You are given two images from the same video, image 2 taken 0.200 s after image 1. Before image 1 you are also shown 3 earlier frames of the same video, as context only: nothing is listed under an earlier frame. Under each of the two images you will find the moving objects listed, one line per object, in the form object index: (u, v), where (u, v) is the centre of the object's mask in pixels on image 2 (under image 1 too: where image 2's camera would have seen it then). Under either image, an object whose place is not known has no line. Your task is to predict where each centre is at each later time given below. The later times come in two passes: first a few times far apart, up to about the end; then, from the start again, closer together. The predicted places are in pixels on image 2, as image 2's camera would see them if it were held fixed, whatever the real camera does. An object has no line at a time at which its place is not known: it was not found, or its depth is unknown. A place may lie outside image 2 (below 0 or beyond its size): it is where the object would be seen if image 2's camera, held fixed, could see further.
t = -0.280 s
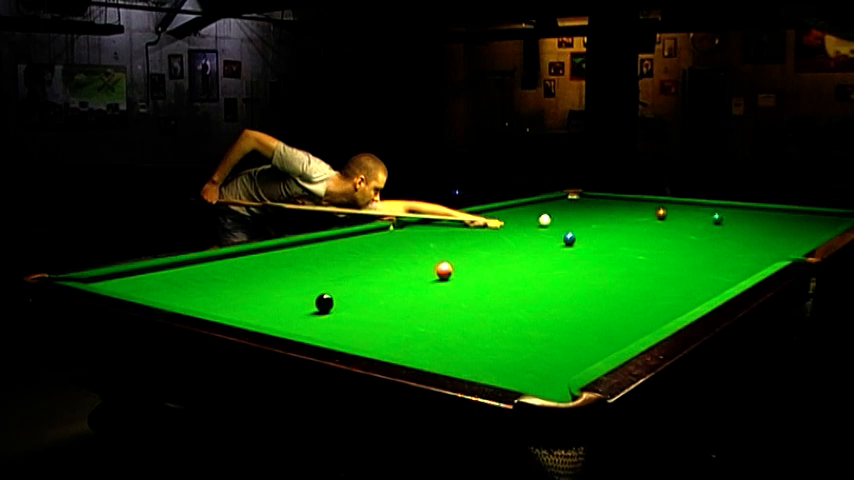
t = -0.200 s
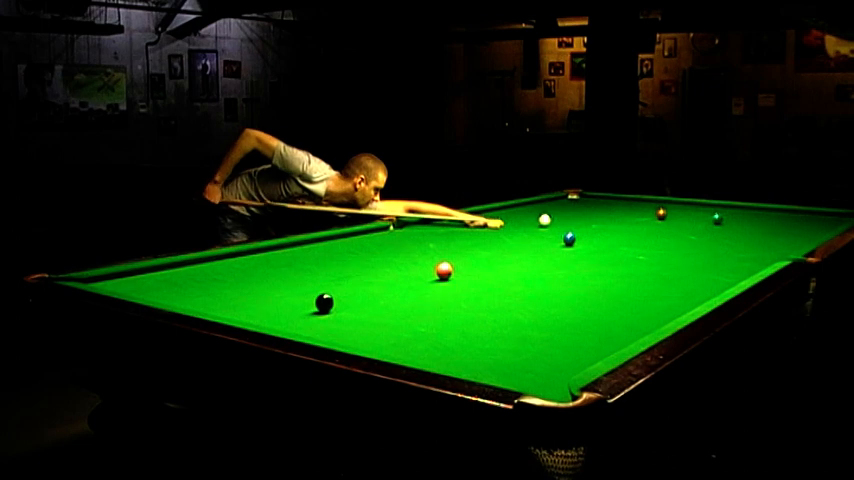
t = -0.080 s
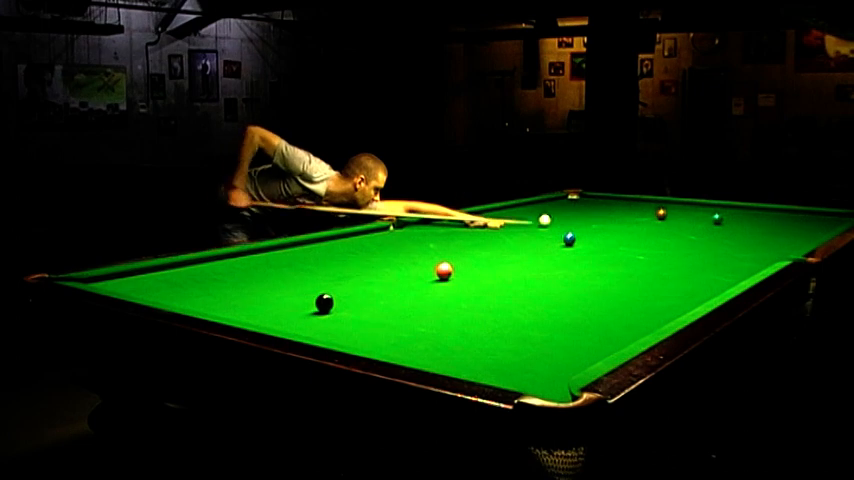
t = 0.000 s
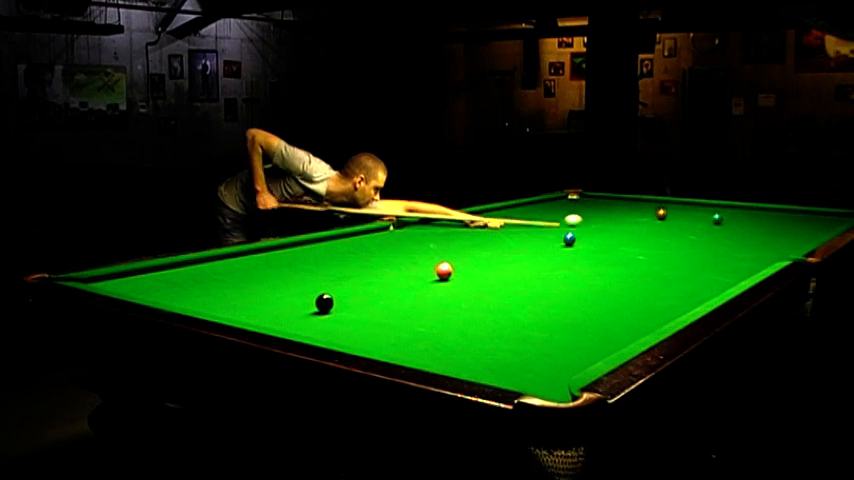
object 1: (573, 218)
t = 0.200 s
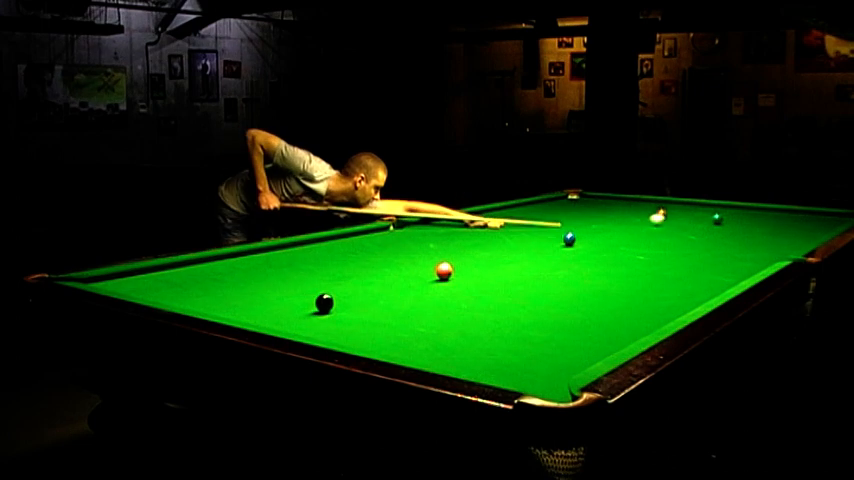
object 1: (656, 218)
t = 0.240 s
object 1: (671, 218)
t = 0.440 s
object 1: (710, 218)
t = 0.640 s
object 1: (715, 219)
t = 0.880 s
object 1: (721, 220)
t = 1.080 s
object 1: (725, 221)
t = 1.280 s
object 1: (729, 222)
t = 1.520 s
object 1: (733, 222)
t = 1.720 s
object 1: (736, 223)
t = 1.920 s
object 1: (739, 223)
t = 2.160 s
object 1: (741, 224)
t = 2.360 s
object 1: (743, 224)
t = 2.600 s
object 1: (744, 225)
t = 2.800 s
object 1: (745, 225)
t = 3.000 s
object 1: (745, 225)
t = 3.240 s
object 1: (745, 225)
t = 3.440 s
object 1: (745, 225)
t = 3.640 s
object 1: (745, 225)
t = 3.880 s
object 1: (745, 225)
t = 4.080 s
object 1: (745, 225)
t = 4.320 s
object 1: (745, 225)
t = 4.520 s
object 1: (745, 225)
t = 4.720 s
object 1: (745, 225)
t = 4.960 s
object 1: (745, 225)
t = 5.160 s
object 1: (745, 225)
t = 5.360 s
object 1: (745, 225)
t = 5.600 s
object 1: (745, 225)
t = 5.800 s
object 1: (745, 225)
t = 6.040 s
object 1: (745, 225)
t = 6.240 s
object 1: (745, 225)
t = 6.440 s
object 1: (745, 225)
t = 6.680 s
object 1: (745, 225)
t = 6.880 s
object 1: (745, 225)
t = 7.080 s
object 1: (745, 225)
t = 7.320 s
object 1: (745, 225)
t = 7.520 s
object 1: (745, 225)
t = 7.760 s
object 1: (745, 225)
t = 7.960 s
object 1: (745, 225)
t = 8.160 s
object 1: (745, 225)
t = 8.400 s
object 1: (745, 225)
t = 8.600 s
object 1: (745, 225)
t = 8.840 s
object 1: (745, 225)
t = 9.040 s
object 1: (745, 225)
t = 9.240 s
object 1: (745, 225)
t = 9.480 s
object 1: (745, 225)
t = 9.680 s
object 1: (745, 225)
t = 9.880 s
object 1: (745, 225)
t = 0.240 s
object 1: (671, 218)
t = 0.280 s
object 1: (684, 217)
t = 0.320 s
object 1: (696, 217)
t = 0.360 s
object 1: (707, 218)
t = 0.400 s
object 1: (709, 218)
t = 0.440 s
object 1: (710, 218)
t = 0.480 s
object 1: (711, 218)
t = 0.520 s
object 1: (712, 218)
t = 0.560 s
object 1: (713, 219)
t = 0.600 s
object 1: (714, 219)
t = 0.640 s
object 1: (715, 219)
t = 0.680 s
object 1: (716, 219)
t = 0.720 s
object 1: (717, 219)
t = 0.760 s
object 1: (718, 219)
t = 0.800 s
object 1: (719, 220)
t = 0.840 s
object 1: (720, 220)
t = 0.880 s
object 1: (721, 220)
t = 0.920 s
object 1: (722, 220)
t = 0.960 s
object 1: (723, 220)
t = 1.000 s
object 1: (724, 221)
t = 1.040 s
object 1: (725, 221)
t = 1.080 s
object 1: (725, 221)
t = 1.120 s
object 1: (726, 221)
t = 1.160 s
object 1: (727, 221)
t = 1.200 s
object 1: (728, 221)
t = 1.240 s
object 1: (729, 222)
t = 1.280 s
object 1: (729, 222)
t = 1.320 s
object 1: (730, 222)
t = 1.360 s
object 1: (731, 222)
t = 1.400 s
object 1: (732, 222)
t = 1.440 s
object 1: (732, 222)
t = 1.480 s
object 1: (733, 222)
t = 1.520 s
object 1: (733, 222)
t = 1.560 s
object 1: (734, 222)
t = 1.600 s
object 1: (735, 223)
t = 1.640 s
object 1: (735, 223)
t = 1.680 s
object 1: (736, 223)
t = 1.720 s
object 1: (736, 223)
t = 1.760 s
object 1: (737, 223)
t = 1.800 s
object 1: (738, 223)
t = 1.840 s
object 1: (738, 223)
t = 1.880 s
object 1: (739, 223)
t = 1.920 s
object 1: (739, 223)
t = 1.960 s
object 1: (740, 224)
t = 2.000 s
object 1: (740, 224)
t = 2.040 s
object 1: (740, 224)
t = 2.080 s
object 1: (741, 224)
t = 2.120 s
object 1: (741, 224)
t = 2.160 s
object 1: (741, 224)
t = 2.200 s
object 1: (742, 224)
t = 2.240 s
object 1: (742, 224)
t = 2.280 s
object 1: (743, 224)
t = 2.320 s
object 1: (743, 224)
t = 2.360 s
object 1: (743, 224)
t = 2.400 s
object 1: (743, 224)
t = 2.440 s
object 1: (743, 224)
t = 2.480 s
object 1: (744, 224)
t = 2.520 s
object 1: (744, 224)
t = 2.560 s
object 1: (744, 224)
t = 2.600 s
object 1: (744, 225)
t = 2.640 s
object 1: (744, 225)
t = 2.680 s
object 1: (744, 225)
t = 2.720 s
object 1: (744, 225)
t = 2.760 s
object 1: (745, 225)
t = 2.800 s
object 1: (745, 225)
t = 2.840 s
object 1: (745, 225)
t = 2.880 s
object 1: (745, 225)
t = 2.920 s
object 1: (745, 225)
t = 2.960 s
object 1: (745, 225)
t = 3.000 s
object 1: (745, 225)
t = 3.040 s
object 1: (745, 225)
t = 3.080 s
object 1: (745, 225)
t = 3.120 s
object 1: (745, 225)
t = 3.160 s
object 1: (745, 225)
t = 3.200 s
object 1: (745, 225)
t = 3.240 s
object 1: (745, 225)
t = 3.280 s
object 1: (745, 225)
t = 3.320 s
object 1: (745, 225)
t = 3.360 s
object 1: (745, 225)
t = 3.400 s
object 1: (745, 225)
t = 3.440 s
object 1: (745, 225)
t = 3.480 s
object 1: (745, 225)
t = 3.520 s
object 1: (745, 225)
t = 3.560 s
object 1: (745, 225)
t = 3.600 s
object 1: (745, 225)
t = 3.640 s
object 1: (745, 225)
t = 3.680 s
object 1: (745, 225)
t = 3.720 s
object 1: (745, 225)
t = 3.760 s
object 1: (745, 225)
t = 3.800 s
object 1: (745, 225)
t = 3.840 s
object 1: (745, 225)
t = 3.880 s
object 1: (745, 225)
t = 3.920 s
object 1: (745, 225)
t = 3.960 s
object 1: (745, 225)
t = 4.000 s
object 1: (745, 225)
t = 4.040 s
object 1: (745, 225)
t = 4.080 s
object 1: (745, 225)
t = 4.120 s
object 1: (745, 225)
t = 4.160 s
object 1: (745, 225)
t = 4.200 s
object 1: (745, 224)
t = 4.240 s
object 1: (745, 225)
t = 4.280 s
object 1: (745, 225)
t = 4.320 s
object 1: (745, 225)
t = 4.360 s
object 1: (745, 225)
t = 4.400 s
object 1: (745, 225)
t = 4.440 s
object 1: (745, 225)
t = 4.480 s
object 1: (745, 224)
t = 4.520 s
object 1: (745, 225)
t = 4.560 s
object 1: (745, 225)
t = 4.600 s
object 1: (745, 225)
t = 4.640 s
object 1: (745, 225)
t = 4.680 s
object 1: (745, 225)
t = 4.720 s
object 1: (745, 225)
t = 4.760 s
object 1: (745, 225)
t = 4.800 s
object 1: (745, 225)
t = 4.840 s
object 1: (745, 225)
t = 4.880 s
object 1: (745, 225)
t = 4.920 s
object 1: (745, 225)
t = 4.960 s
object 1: (745, 225)
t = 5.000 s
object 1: (745, 225)
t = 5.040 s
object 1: (745, 225)
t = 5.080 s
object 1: (745, 225)
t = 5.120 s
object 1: (745, 225)
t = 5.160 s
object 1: (745, 225)
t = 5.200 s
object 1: (745, 225)
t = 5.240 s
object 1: (745, 225)
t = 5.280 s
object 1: (745, 225)
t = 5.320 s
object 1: (745, 225)
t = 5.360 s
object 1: (745, 225)
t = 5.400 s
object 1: (745, 225)
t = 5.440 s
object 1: (745, 225)
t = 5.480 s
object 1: (745, 225)
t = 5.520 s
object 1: (745, 225)
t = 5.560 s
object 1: (745, 225)
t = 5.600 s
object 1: (745, 225)
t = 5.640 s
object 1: (745, 225)
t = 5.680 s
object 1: (745, 225)
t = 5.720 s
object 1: (745, 225)
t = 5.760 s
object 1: (745, 225)
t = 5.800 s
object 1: (745, 225)
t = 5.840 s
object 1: (745, 225)
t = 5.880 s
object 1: (745, 225)
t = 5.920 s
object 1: (745, 225)
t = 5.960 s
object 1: (745, 225)
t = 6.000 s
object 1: (745, 225)
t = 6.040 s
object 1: (745, 225)
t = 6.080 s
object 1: (745, 225)
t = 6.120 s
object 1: (745, 225)
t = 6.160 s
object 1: (745, 225)
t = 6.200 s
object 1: (745, 225)
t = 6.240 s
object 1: (745, 225)
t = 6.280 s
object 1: (745, 225)
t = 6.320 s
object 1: (745, 225)
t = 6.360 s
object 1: (745, 225)
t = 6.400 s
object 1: (745, 225)
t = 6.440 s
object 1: (745, 225)
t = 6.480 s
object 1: (745, 225)
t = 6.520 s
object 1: (745, 225)
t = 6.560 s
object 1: (745, 225)
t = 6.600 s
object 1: (745, 225)
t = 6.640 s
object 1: (745, 225)
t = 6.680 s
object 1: (745, 225)
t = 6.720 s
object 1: (745, 225)
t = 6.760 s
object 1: (745, 225)
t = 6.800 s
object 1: (745, 225)
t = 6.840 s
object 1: (745, 225)
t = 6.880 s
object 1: (745, 225)
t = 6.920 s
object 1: (745, 225)
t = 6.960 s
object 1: (745, 225)
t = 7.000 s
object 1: (745, 225)
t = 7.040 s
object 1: (745, 225)
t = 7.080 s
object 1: (745, 225)
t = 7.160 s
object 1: (745, 225)
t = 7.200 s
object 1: (745, 225)
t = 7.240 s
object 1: (745, 225)
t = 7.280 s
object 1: (745, 225)
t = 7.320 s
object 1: (745, 225)
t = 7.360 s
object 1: (745, 225)
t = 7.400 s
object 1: (745, 225)
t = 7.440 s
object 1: (745, 225)
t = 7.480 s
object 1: (745, 225)
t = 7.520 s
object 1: (745, 225)
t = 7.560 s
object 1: (745, 225)
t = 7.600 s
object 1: (745, 225)
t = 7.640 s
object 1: (745, 225)
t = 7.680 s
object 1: (745, 225)
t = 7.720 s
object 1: (745, 225)
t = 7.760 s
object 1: (745, 225)
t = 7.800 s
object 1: (745, 225)
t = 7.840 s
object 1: (745, 225)
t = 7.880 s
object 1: (745, 225)
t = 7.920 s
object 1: (745, 225)
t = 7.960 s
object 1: (745, 225)
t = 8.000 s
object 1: (745, 225)
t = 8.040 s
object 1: (745, 225)
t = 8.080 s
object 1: (745, 225)
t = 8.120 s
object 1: (745, 225)
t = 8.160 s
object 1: (745, 225)
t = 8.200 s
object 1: (745, 225)
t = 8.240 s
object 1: (745, 225)
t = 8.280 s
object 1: (745, 225)
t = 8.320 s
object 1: (745, 225)
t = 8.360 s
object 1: (745, 225)
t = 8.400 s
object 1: (745, 225)
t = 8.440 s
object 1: (745, 225)
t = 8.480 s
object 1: (745, 225)
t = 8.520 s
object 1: (745, 225)
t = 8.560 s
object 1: (745, 225)
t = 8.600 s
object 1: (745, 225)
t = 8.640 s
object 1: (745, 225)
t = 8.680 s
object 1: (745, 225)
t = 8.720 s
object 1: (745, 225)
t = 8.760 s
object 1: (745, 225)
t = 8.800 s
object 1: (745, 225)
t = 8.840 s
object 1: (745, 225)
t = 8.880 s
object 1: (745, 225)
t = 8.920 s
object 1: (745, 225)
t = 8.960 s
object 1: (745, 225)
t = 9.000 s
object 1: (745, 225)
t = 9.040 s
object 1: (745, 225)
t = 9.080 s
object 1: (745, 225)
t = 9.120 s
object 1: (745, 225)
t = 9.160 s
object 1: (745, 225)
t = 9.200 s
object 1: (745, 225)
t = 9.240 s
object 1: (745, 225)
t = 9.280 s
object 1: (745, 225)
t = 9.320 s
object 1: (745, 225)
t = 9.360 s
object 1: (745, 225)
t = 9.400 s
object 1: (745, 225)
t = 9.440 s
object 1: (745, 225)
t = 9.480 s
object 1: (745, 225)
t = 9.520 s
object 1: (745, 225)
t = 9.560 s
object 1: (745, 225)
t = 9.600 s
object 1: (745, 225)
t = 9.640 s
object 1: (745, 225)
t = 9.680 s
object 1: (745, 225)
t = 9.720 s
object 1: (745, 225)
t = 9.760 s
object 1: (745, 225)
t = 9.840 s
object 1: (745, 225)
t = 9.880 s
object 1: (745, 225)
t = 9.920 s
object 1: (745, 225)
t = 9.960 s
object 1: (745, 225)
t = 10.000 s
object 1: (745, 225)
